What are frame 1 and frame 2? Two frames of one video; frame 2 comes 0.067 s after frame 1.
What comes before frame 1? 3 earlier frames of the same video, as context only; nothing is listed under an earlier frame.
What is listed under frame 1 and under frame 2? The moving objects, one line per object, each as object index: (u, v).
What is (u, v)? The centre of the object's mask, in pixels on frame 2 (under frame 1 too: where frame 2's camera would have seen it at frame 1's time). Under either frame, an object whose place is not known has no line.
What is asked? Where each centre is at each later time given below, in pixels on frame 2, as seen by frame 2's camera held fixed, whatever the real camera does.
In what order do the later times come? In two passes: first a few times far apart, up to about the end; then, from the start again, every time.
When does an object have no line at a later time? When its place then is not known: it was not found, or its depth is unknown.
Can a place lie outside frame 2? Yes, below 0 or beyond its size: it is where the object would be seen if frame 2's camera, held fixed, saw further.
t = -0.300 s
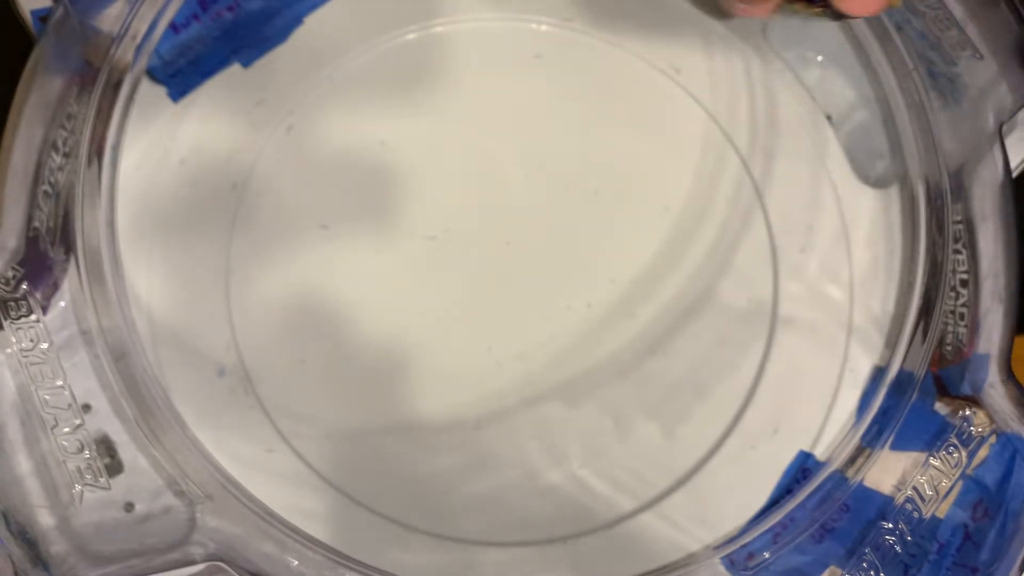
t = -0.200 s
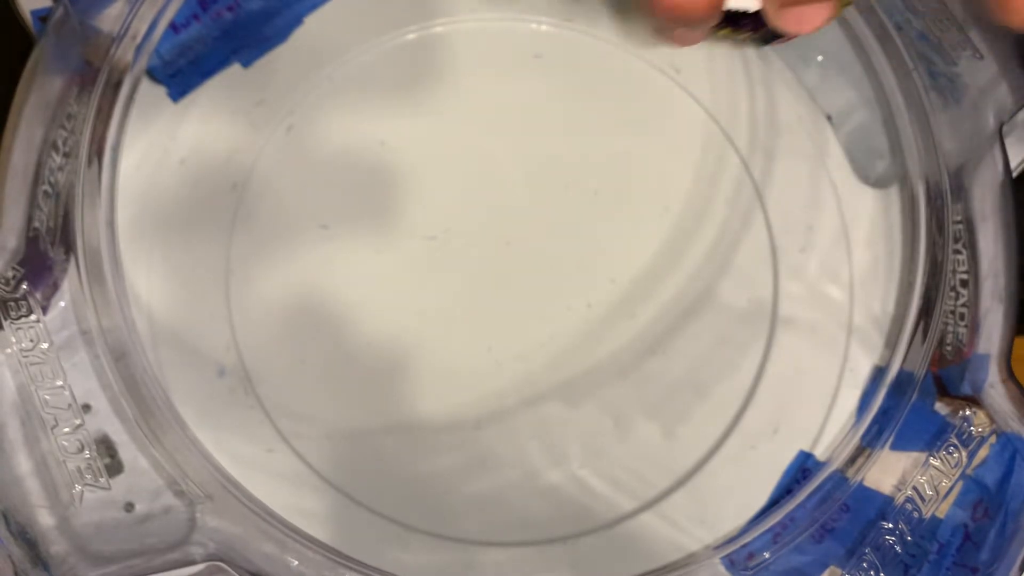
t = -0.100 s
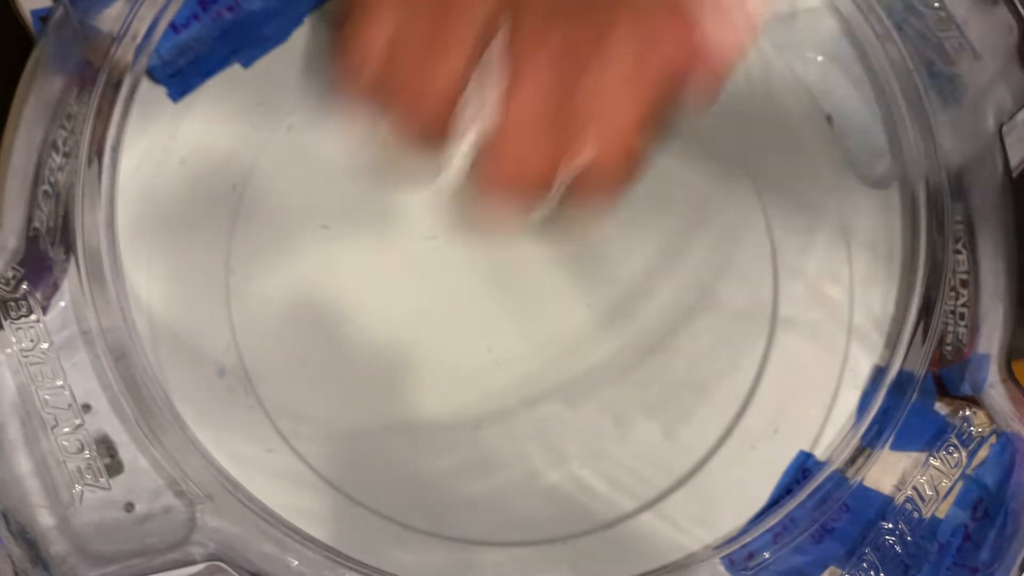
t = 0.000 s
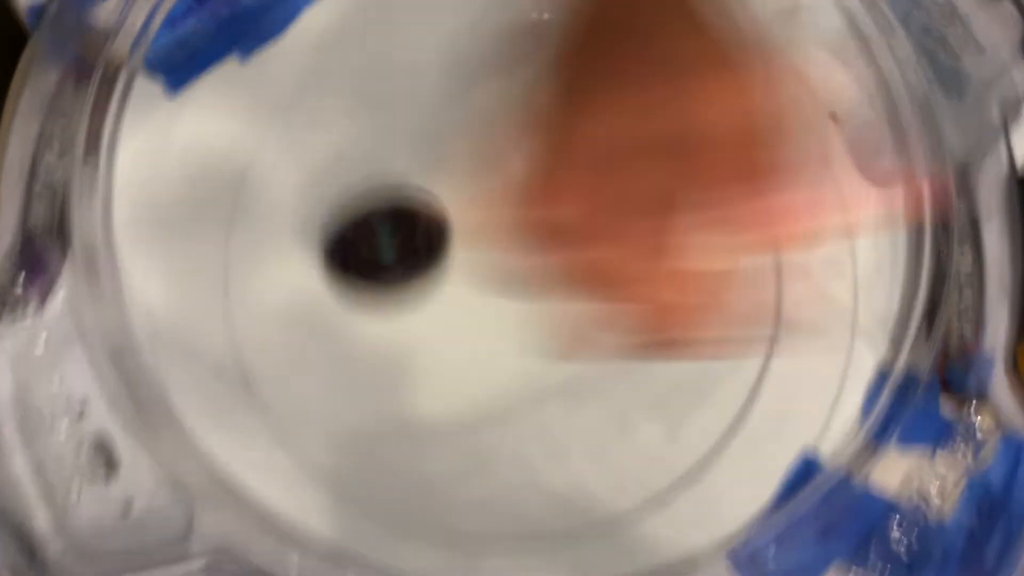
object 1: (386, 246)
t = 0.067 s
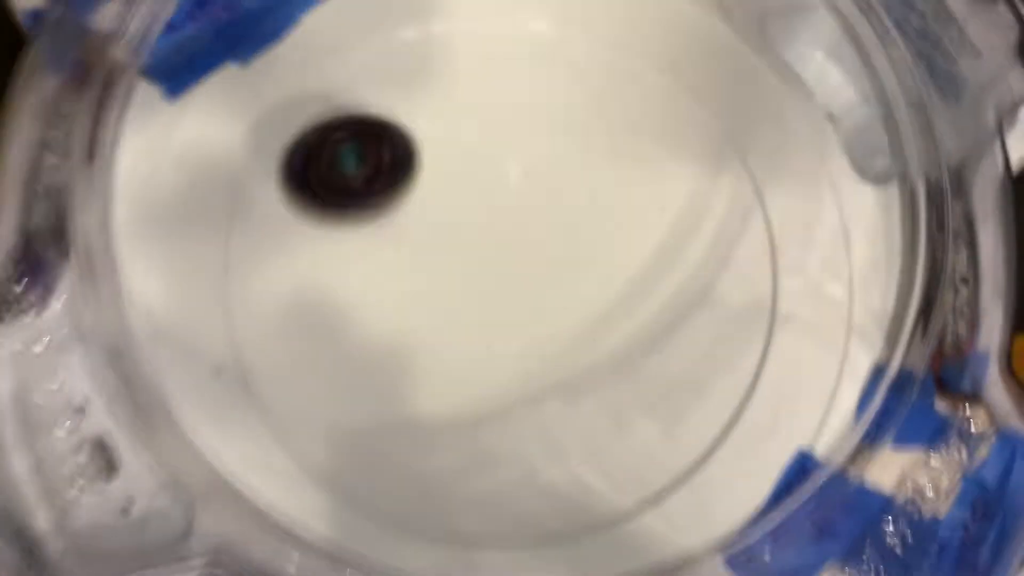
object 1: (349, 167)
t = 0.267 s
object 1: (349, 112)
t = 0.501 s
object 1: (484, 262)
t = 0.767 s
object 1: (481, 428)
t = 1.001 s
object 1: (506, 466)
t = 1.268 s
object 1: (416, 308)
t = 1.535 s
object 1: (264, 363)
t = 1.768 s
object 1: (428, 406)
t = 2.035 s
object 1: (486, 124)
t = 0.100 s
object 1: (337, 142)
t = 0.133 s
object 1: (328, 131)
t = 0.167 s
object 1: (325, 126)
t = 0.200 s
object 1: (329, 113)
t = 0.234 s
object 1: (336, 111)
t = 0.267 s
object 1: (349, 112)
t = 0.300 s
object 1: (363, 121)
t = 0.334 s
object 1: (381, 136)
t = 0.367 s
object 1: (401, 156)
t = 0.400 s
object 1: (422, 178)
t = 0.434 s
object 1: (444, 205)
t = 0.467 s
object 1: (464, 233)
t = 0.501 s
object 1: (484, 262)
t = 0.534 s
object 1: (501, 291)
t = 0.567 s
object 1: (517, 319)
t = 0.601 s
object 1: (527, 346)
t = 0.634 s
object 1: (531, 367)
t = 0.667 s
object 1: (528, 384)
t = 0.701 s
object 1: (515, 396)
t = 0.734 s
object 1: (497, 411)
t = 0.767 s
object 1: (481, 428)
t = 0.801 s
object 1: (472, 446)
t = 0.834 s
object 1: (466, 467)
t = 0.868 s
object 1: (462, 490)
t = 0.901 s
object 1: (466, 510)
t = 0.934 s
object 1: (481, 500)
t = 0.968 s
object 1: (496, 483)
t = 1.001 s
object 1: (506, 466)
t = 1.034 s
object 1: (511, 449)
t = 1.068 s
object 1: (513, 428)
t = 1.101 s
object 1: (511, 405)
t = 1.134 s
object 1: (502, 381)
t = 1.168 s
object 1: (487, 358)
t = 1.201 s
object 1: (466, 338)
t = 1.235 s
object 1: (442, 320)
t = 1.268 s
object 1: (416, 308)
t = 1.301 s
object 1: (389, 299)
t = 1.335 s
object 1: (362, 294)
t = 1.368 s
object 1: (337, 295)
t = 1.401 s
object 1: (315, 301)
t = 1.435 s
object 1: (296, 312)
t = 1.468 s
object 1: (276, 327)
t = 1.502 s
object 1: (258, 346)
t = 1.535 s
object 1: (264, 363)
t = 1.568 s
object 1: (282, 378)
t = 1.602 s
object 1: (300, 393)
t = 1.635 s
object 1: (318, 408)
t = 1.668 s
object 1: (338, 421)
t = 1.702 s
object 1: (365, 428)
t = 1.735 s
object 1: (395, 421)
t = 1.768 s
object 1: (428, 406)
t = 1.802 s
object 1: (459, 380)
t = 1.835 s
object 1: (484, 347)
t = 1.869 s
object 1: (500, 310)
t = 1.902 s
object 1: (510, 271)
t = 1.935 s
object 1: (513, 230)
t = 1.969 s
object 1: (509, 193)
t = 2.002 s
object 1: (499, 157)
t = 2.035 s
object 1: (486, 124)
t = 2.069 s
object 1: (467, 98)
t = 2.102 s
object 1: (445, 76)
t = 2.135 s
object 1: (419, 61)
